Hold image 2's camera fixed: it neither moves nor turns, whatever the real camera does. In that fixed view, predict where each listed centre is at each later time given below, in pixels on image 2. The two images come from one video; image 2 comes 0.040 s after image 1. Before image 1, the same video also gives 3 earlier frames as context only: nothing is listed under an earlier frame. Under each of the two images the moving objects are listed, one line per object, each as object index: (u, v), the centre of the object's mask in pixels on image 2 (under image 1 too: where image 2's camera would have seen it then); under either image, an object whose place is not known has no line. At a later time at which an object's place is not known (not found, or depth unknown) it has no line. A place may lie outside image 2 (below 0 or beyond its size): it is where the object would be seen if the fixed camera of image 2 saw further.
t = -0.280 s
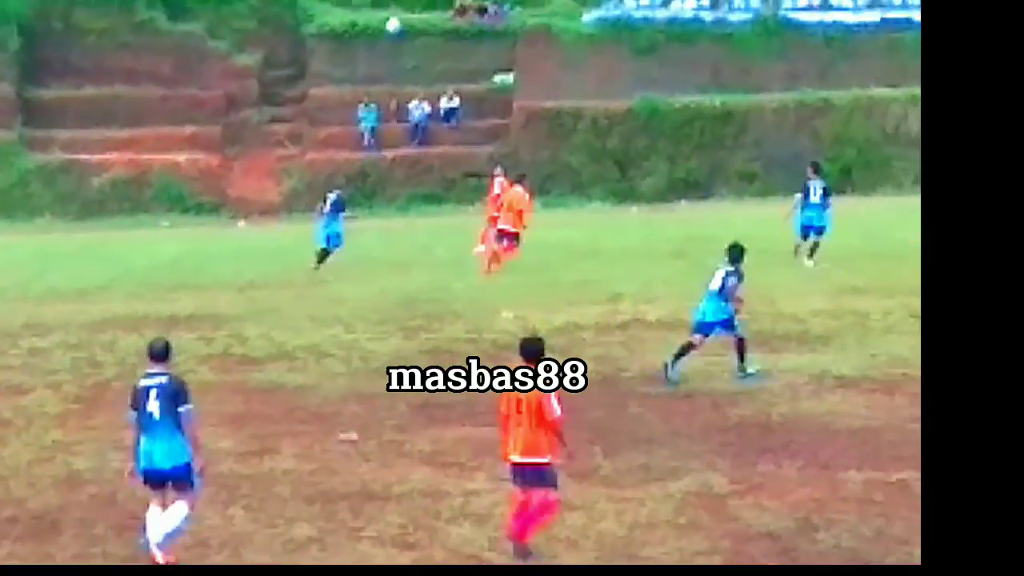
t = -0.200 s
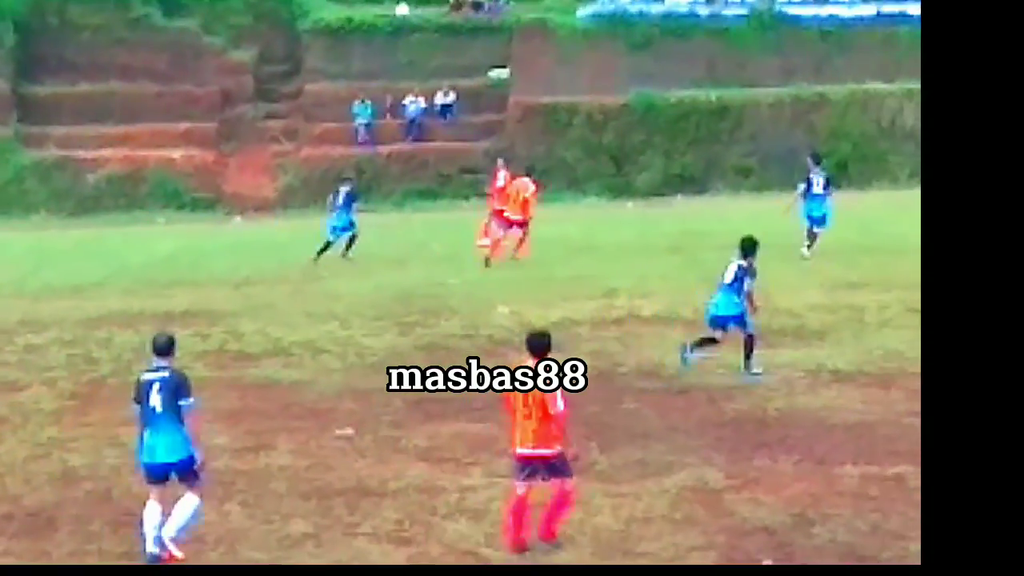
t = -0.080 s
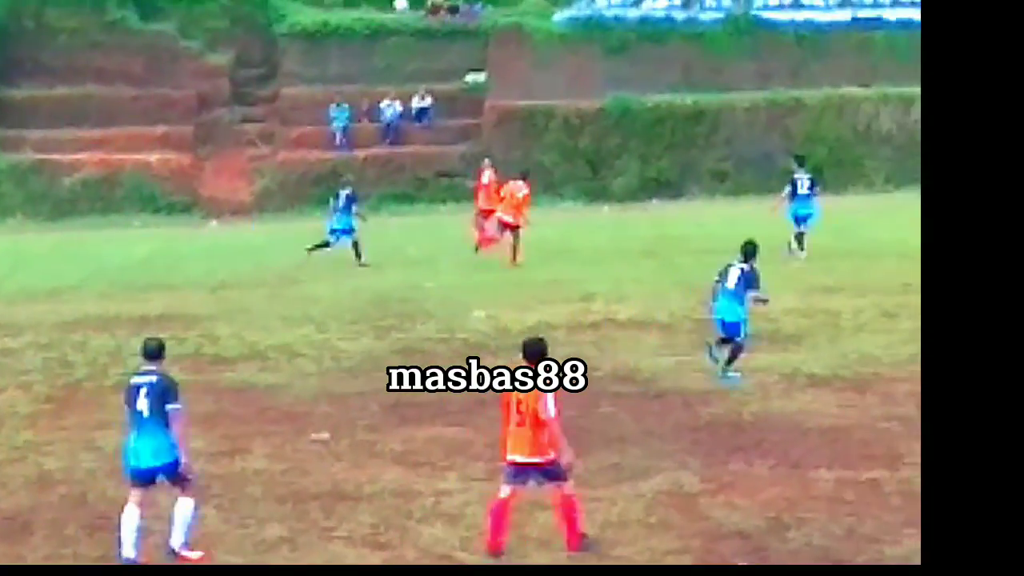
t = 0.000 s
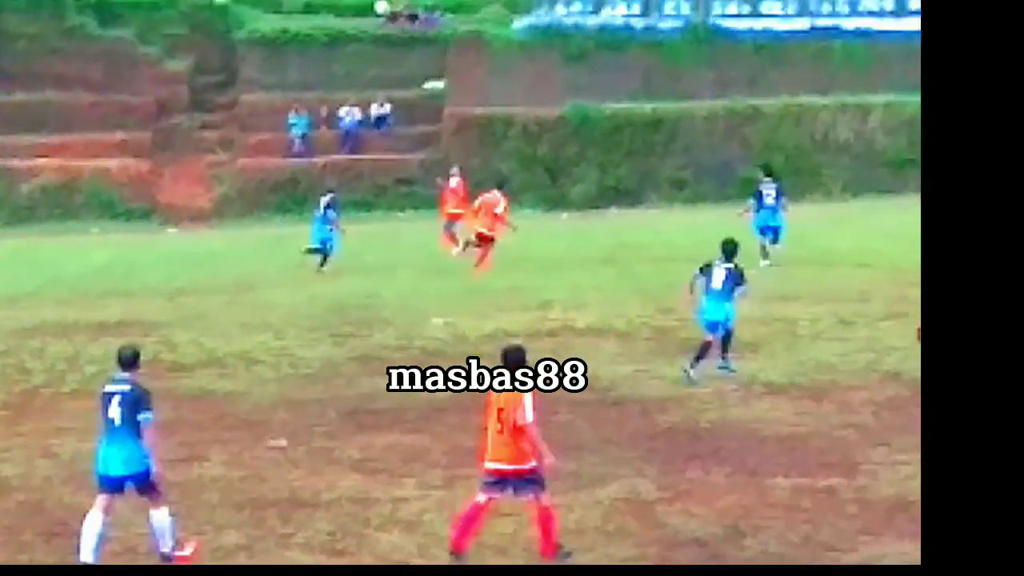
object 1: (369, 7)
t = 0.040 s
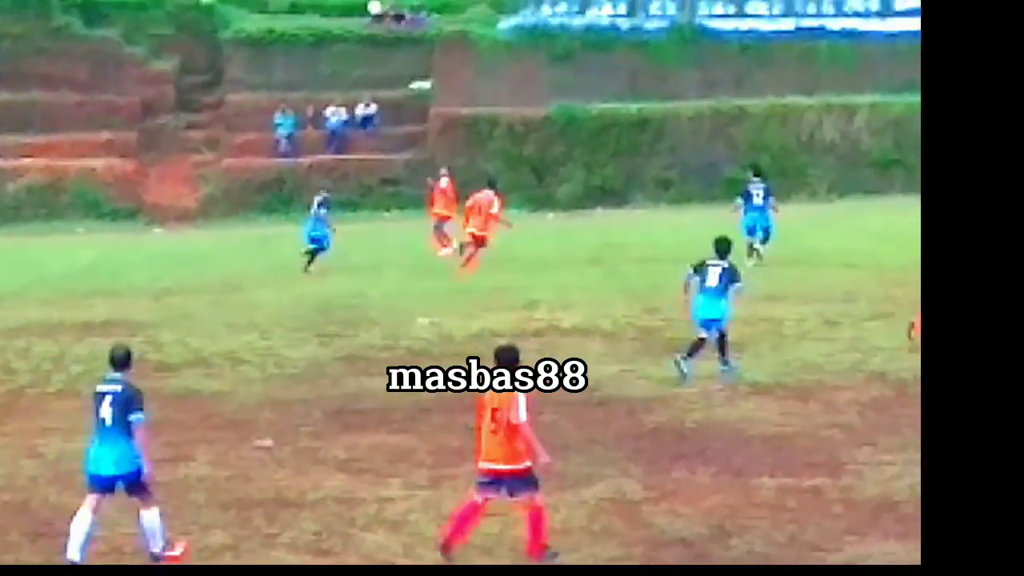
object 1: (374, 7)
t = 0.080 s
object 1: (380, 8)
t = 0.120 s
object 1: (387, 9)
